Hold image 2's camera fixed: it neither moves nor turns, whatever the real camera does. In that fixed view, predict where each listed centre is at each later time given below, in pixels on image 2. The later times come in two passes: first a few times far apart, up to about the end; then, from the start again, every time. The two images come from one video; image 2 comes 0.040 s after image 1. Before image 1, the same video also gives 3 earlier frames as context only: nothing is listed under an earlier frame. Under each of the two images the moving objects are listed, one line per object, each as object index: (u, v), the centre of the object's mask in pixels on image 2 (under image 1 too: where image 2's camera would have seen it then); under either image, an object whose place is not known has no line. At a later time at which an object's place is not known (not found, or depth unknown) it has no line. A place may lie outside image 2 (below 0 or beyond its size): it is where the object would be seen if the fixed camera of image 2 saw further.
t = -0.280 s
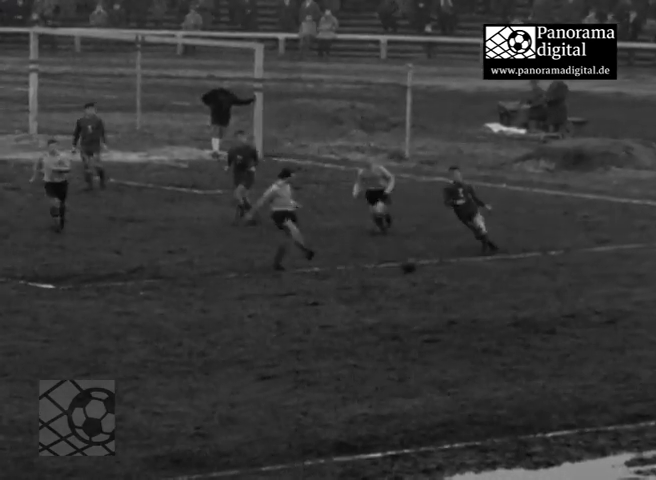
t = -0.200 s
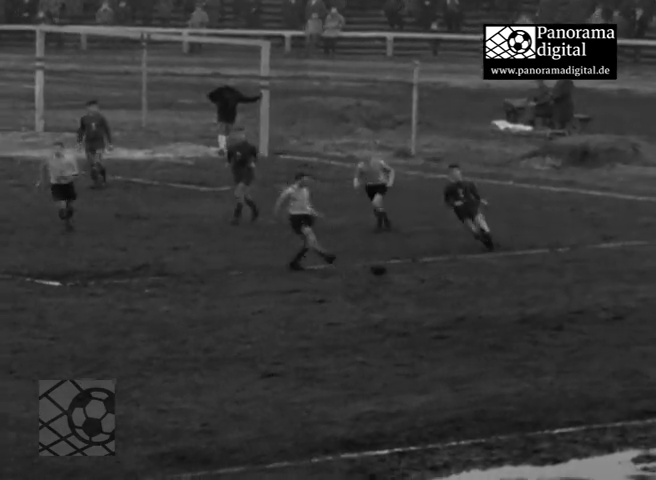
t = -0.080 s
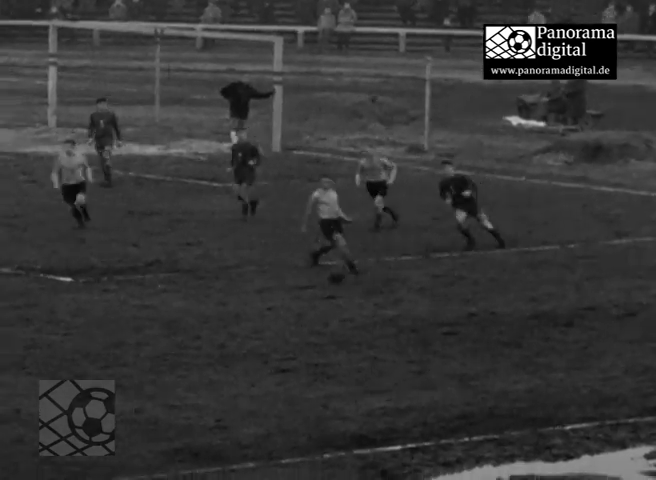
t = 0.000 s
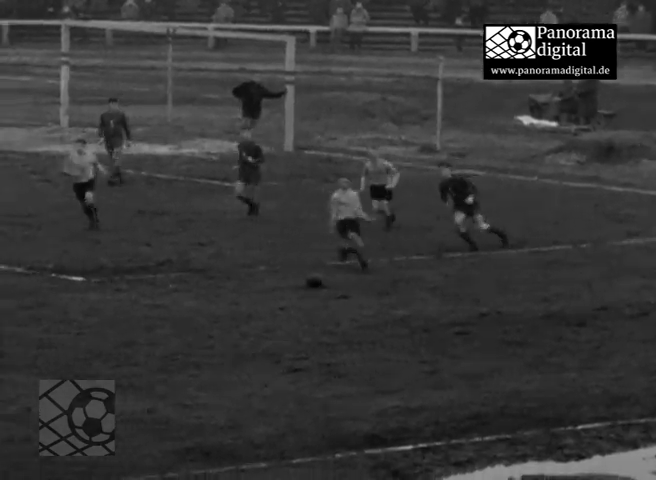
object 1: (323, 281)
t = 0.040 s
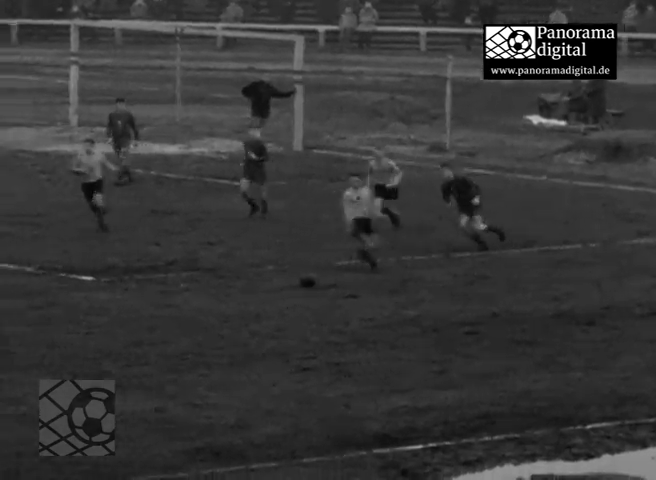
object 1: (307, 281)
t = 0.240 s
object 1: (227, 301)
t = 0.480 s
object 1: (149, 317)
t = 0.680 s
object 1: (85, 330)
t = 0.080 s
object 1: (292, 282)
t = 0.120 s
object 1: (276, 285)
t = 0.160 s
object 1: (260, 288)
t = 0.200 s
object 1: (244, 294)
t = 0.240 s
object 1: (227, 301)
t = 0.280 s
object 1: (213, 306)
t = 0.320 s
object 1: (200, 307)
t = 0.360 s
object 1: (189, 306)
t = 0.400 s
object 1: (175, 309)
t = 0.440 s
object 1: (163, 312)
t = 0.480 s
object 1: (149, 317)
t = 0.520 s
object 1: (136, 322)
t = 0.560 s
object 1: (123, 325)
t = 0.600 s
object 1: (111, 323)
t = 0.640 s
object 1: (97, 327)
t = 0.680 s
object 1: (85, 330)
